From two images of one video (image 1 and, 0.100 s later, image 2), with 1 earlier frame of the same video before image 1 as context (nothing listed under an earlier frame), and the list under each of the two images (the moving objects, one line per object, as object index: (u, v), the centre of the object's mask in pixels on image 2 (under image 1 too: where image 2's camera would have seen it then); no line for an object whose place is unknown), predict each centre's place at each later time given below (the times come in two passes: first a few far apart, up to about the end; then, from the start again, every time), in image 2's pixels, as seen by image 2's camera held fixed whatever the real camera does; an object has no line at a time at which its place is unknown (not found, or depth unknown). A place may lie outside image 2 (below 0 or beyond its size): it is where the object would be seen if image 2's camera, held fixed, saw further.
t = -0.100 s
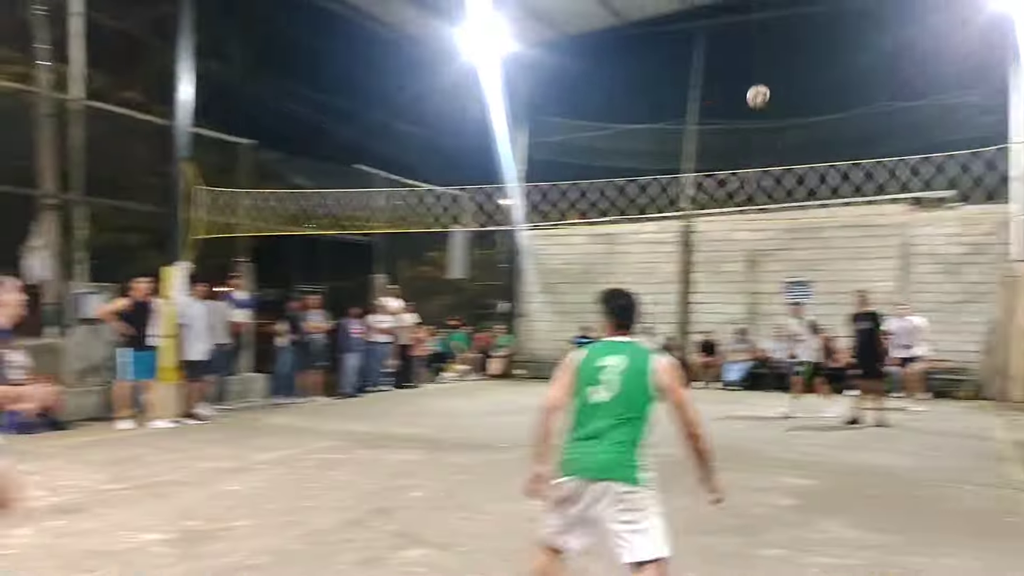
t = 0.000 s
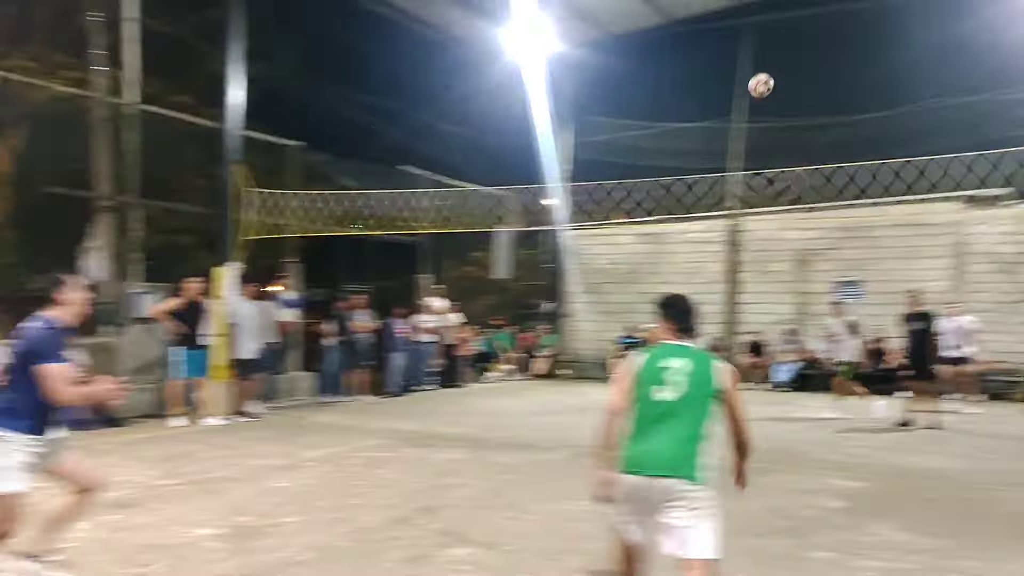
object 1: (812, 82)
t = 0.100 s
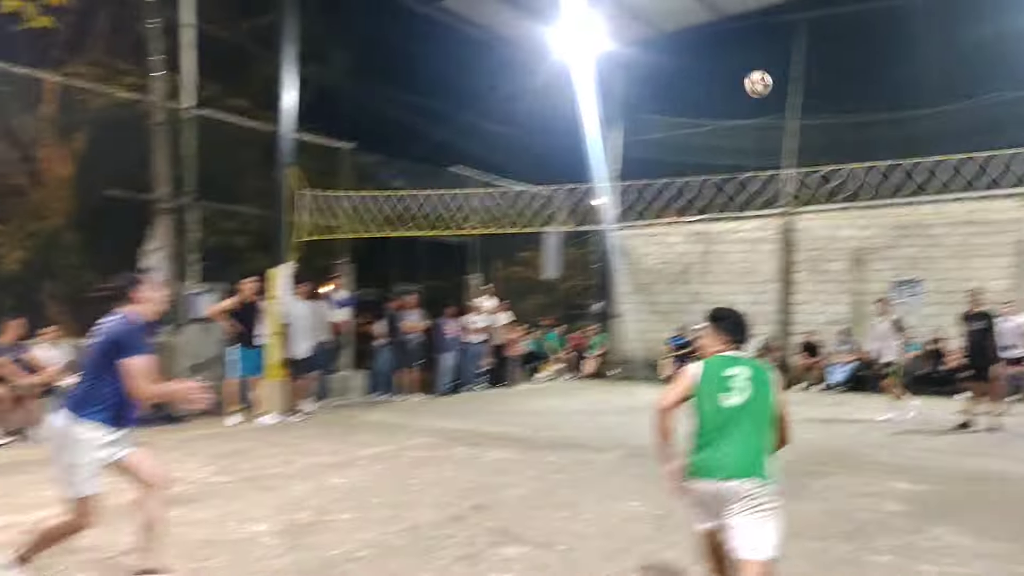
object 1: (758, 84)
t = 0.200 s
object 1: (694, 99)
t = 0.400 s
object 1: (517, 180)
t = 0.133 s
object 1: (738, 87)
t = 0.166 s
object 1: (717, 92)
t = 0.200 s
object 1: (694, 99)
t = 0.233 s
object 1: (670, 106)
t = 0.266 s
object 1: (644, 117)
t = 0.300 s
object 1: (621, 126)
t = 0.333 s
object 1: (575, 149)
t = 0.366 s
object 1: (551, 163)
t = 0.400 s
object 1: (517, 180)
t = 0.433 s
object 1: (475, 207)
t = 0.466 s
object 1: (432, 239)
